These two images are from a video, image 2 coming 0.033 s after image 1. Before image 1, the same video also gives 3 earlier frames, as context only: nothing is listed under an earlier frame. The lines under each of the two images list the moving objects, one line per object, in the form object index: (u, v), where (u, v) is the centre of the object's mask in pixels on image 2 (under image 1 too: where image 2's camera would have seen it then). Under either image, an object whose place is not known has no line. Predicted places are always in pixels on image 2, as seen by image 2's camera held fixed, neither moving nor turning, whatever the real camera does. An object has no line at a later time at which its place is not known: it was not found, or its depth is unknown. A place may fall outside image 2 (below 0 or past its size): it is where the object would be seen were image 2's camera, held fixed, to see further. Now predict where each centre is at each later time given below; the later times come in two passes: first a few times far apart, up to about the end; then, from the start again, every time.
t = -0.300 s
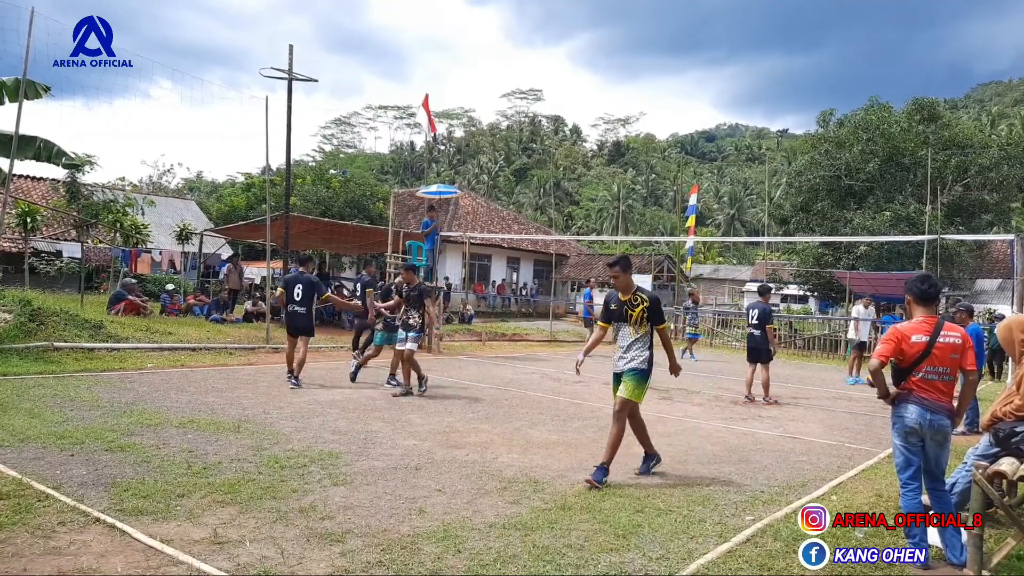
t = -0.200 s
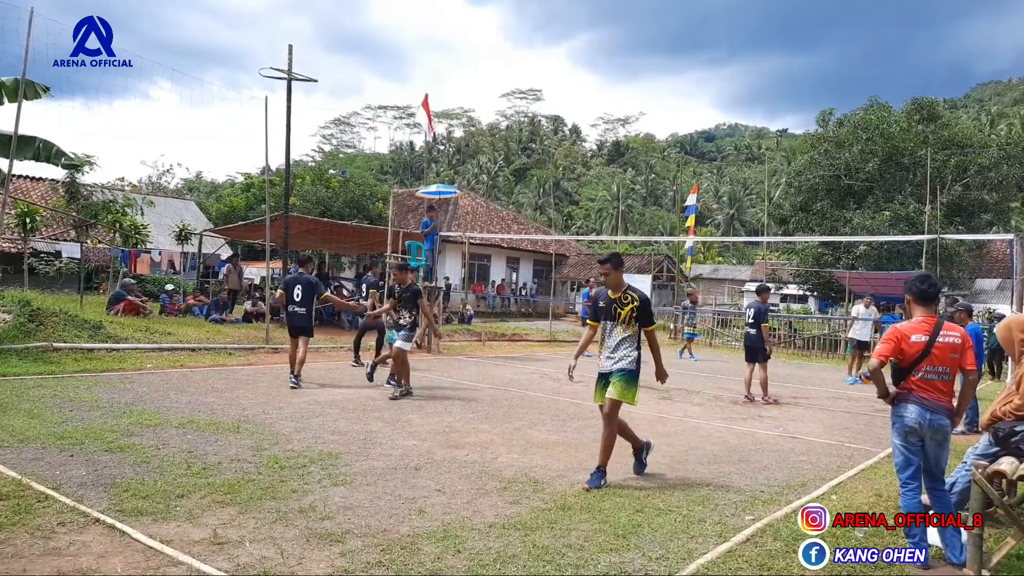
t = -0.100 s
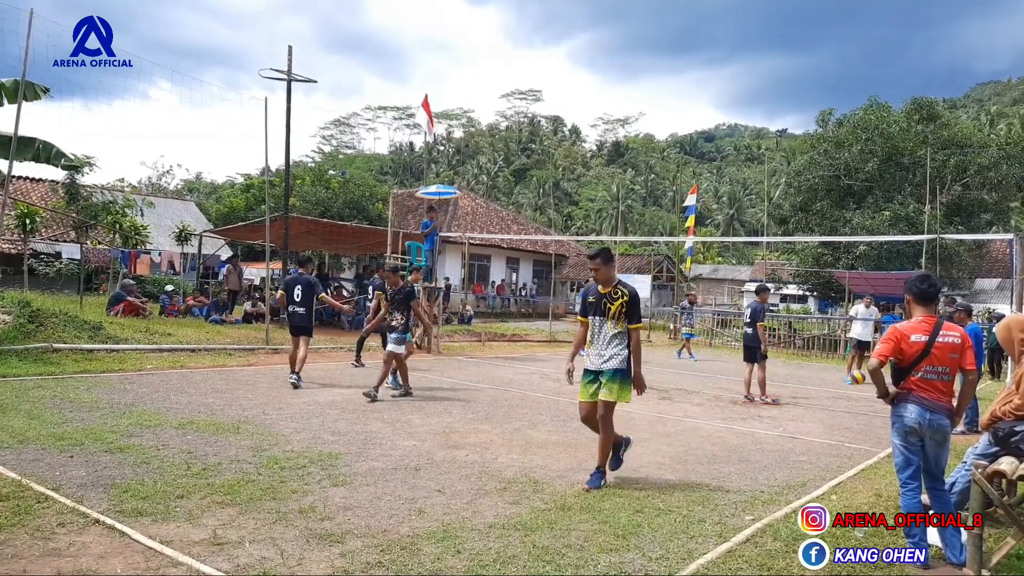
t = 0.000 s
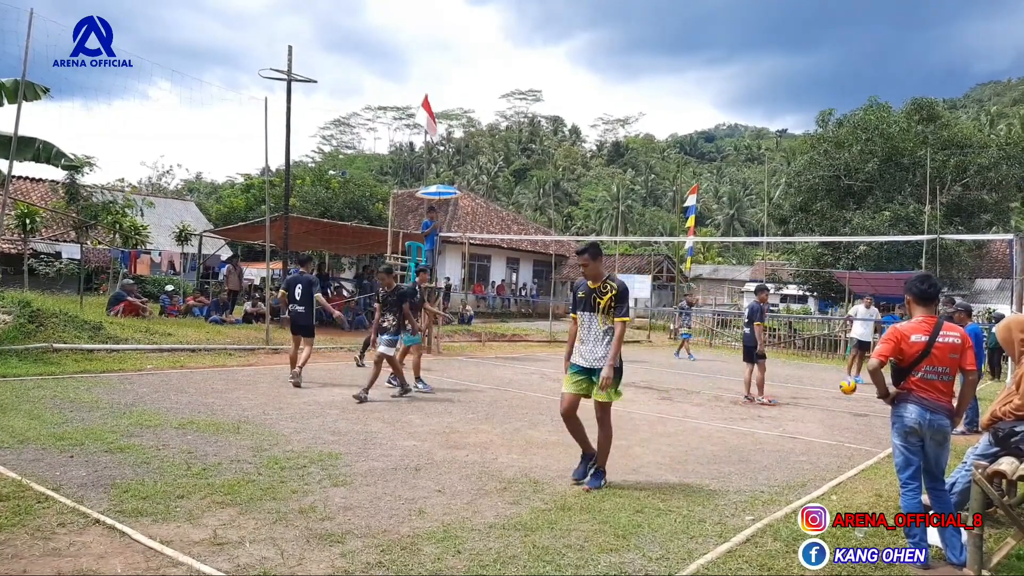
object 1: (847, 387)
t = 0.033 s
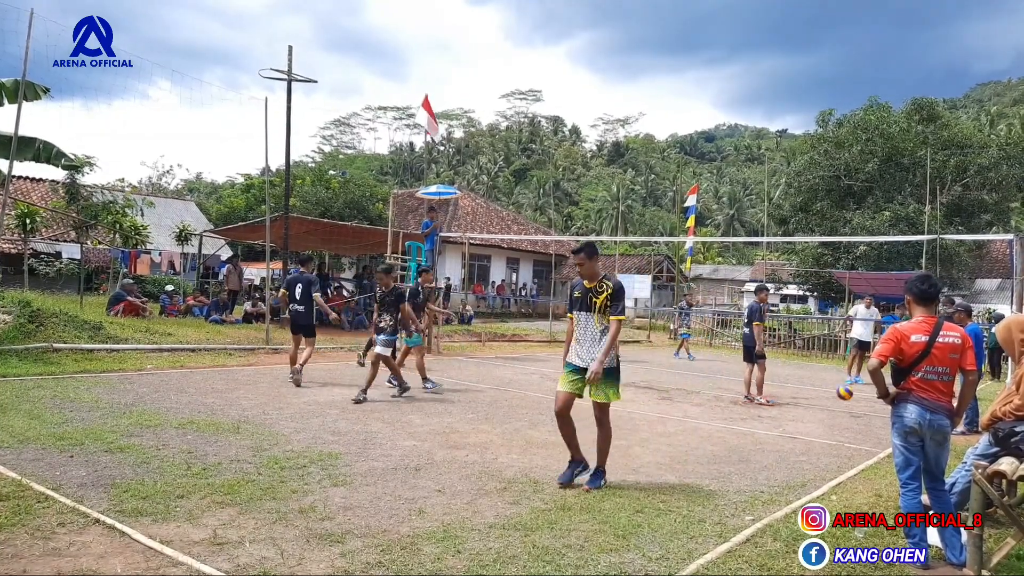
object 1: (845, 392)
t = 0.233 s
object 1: (824, 401)
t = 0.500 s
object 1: (790, 412)
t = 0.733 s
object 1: (755, 420)
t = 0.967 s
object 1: (712, 445)
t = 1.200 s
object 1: (657, 448)
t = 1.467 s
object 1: (573, 467)
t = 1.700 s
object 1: (478, 492)
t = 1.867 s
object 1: (391, 527)
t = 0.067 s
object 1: (841, 398)
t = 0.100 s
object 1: (838, 405)
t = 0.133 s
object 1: (834, 411)
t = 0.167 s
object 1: (831, 408)
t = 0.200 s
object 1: (827, 404)
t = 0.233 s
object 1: (824, 401)
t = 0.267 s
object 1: (820, 399)
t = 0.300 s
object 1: (816, 398)
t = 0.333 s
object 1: (813, 397)
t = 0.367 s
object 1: (808, 398)
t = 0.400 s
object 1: (804, 400)
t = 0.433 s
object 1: (799, 403)
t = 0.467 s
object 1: (795, 406)
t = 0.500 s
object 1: (790, 412)
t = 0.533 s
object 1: (785, 418)
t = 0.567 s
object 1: (780, 426)
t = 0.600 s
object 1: (775, 427)
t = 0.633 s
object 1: (771, 423)
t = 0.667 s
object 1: (766, 421)
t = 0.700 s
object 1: (760, 420)
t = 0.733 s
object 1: (755, 420)
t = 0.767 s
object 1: (749, 421)
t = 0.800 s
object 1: (744, 423)
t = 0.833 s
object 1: (738, 426)
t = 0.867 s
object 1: (731, 432)
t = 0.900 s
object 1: (725, 437)
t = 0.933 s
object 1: (718, 445)
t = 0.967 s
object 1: (712, 445)
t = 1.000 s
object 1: (704, 442)
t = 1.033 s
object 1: (698, 439)
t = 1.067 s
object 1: (690, 438)
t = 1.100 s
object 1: (682, 438)
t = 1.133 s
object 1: (674, 440)
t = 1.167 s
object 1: (666, 443)
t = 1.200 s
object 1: (657, 448)
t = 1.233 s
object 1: (648, 454)
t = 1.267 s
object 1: (638, 462)
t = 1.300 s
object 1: (628, 468)
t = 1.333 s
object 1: (619, 465)
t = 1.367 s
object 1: (608, 463)
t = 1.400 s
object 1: (597, 462)
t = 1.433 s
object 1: (586, 464)
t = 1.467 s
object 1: (573, 467)
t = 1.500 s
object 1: (562, 472)
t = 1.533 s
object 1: (548, 479)
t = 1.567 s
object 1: (535, 488)
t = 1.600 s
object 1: (520, 493)
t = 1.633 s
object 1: (507, 492)
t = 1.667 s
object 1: (493, 491)
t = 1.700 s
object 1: (478, 492)
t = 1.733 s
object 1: (462, 496)
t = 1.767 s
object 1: (445, 501)
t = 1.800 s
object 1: (428, 510)
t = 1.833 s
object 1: (410, 521)
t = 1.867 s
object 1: (391, 527)
